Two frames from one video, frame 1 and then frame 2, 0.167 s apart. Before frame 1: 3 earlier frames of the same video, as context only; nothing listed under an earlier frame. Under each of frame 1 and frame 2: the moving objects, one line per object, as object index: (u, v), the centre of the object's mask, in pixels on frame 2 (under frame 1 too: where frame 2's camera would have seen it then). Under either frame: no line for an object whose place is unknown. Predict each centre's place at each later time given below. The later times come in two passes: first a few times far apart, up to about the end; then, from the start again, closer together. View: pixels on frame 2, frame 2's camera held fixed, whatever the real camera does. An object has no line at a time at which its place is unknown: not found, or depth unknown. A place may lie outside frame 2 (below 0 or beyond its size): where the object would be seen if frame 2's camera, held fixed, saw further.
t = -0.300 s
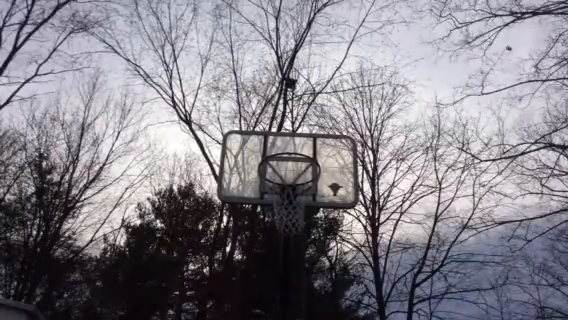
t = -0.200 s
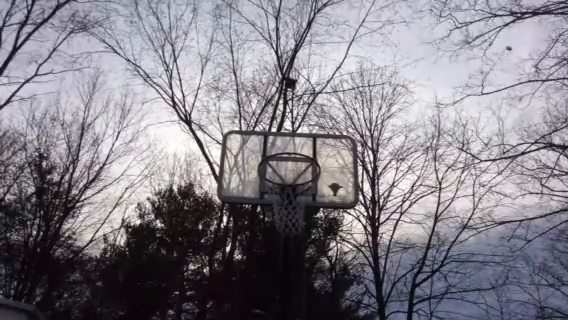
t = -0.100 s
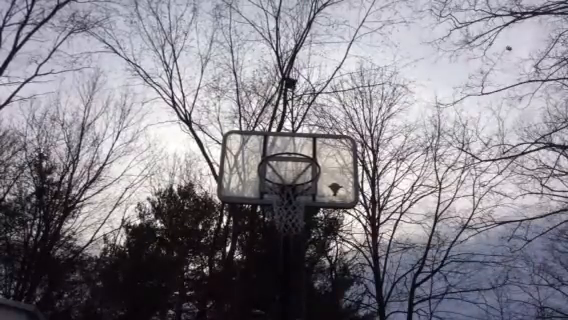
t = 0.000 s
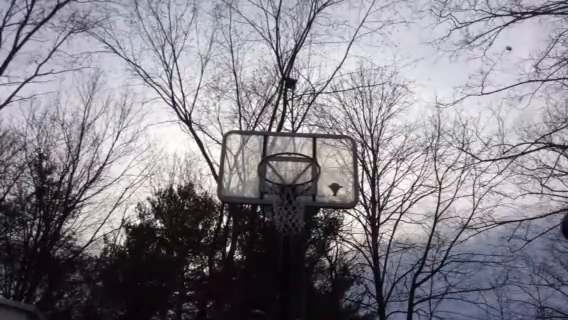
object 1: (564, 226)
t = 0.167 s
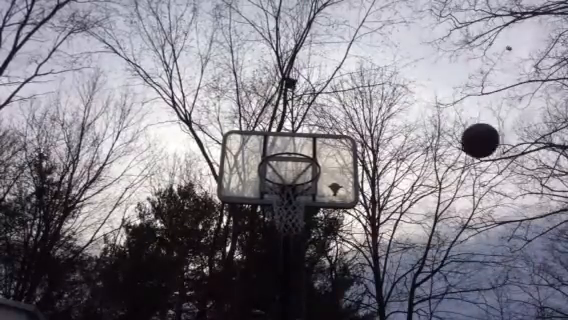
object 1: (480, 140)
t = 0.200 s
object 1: (463, 130)
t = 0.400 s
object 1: (383, 100)
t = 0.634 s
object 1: (314, 121)
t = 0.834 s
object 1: (276, 160)
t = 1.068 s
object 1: (301, 144)
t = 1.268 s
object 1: (316, 148)
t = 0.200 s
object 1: (463, 130)
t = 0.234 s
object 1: (447, 121)
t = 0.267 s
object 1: (433, 114)
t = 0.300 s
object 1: (419, 109)
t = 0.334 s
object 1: (406, 104)
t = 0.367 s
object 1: (394, 102)
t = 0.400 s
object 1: (383, 100)
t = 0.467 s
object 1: (361, 101)
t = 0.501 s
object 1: (351, 103)
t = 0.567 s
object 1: (332, 110)
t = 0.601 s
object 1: (323, 115)
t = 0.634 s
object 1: (314, 121)
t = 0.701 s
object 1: (296, 136)
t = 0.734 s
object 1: (288, 145)
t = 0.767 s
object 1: (279, 156)
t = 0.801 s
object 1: (272, 167)
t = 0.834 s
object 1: (276, 160)
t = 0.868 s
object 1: (278, 155)
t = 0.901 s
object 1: (282, 150)
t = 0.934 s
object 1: (286, 147)
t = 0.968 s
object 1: (290, 145)
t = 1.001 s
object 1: (293, 143)
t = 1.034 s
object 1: (298, 143)
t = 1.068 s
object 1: (301, 144)
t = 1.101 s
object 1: (306, 146)
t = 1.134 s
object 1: (309, 148)
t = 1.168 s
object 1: (311, 148)
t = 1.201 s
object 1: (313, 148)
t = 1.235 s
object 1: (315, 148)
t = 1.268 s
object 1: (316, 148)
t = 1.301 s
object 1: (318, 148)
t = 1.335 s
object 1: (320, 148)
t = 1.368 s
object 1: (323, 148)
